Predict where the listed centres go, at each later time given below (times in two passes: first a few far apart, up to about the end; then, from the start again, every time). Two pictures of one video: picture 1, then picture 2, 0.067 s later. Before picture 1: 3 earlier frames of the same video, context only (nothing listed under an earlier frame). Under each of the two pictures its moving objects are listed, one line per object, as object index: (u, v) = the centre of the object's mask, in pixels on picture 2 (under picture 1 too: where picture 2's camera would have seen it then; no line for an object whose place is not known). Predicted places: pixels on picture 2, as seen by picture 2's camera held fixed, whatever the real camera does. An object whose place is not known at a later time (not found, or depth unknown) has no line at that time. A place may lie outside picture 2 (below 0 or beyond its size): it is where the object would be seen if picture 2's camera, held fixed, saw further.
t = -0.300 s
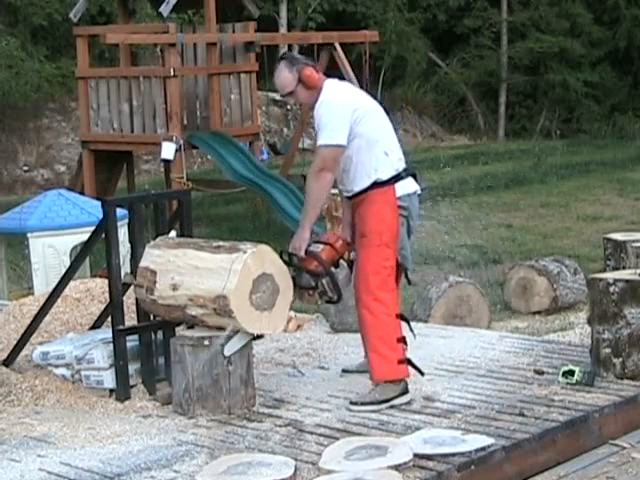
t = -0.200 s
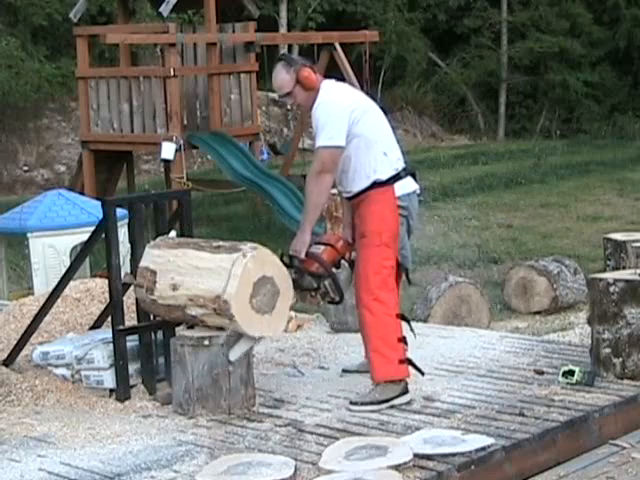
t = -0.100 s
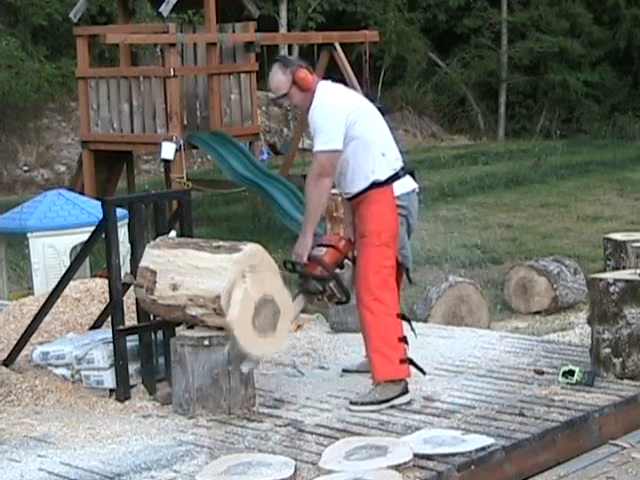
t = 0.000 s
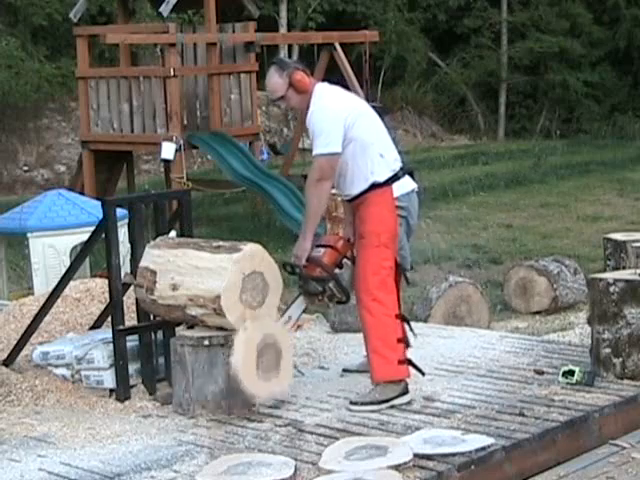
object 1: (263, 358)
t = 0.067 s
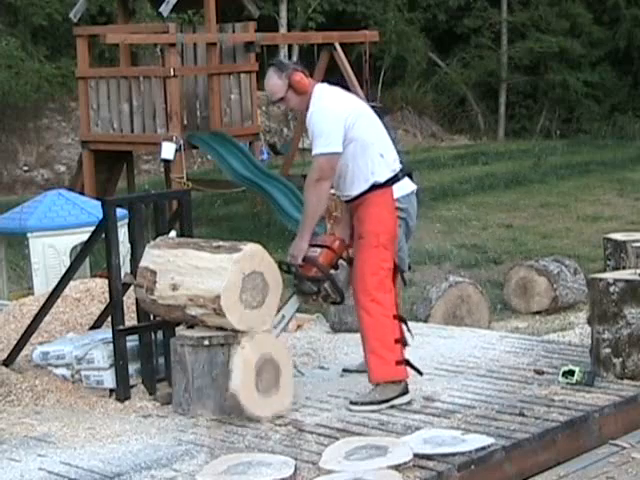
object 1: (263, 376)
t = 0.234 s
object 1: (251, 364)
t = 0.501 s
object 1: (252, 411)
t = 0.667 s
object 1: (254, 413)
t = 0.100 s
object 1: (259, 368)
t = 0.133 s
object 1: (256, 363)
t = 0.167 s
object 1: (255, 361)
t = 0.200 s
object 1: (253, 361)
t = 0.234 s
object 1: (251, 364)
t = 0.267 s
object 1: (250, 368)
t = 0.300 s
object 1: (249, 373)
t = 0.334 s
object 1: (248, 384)
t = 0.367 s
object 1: (246, 388)
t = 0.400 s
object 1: (247, 393)
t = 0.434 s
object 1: (249, 397)
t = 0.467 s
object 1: (252, 404)
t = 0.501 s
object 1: (252, 411)
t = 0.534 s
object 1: (255, 411)
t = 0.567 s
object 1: (256, 411)
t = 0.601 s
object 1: (255, 410)
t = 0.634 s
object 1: (255, 411)
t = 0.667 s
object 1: (254, 413)
